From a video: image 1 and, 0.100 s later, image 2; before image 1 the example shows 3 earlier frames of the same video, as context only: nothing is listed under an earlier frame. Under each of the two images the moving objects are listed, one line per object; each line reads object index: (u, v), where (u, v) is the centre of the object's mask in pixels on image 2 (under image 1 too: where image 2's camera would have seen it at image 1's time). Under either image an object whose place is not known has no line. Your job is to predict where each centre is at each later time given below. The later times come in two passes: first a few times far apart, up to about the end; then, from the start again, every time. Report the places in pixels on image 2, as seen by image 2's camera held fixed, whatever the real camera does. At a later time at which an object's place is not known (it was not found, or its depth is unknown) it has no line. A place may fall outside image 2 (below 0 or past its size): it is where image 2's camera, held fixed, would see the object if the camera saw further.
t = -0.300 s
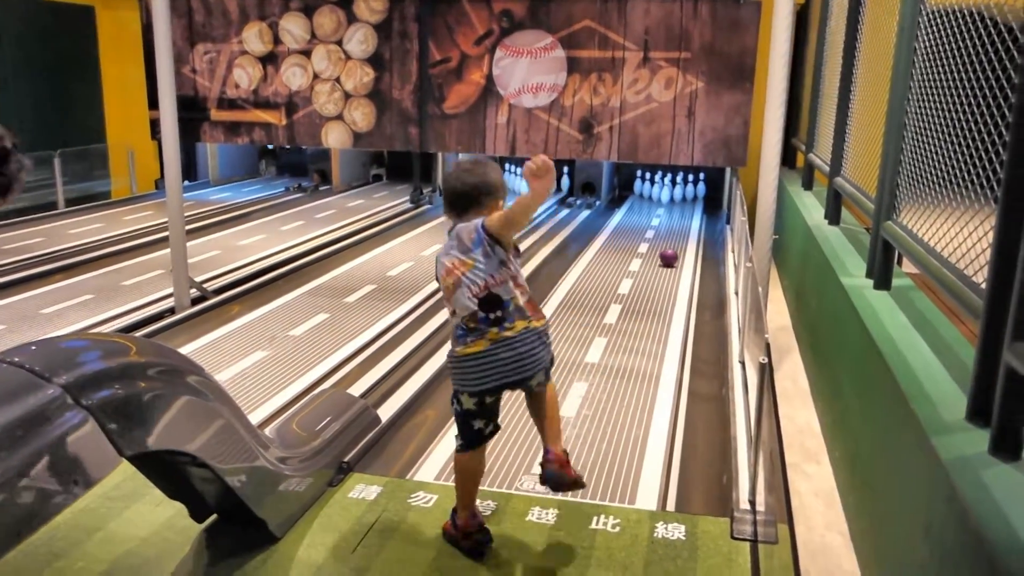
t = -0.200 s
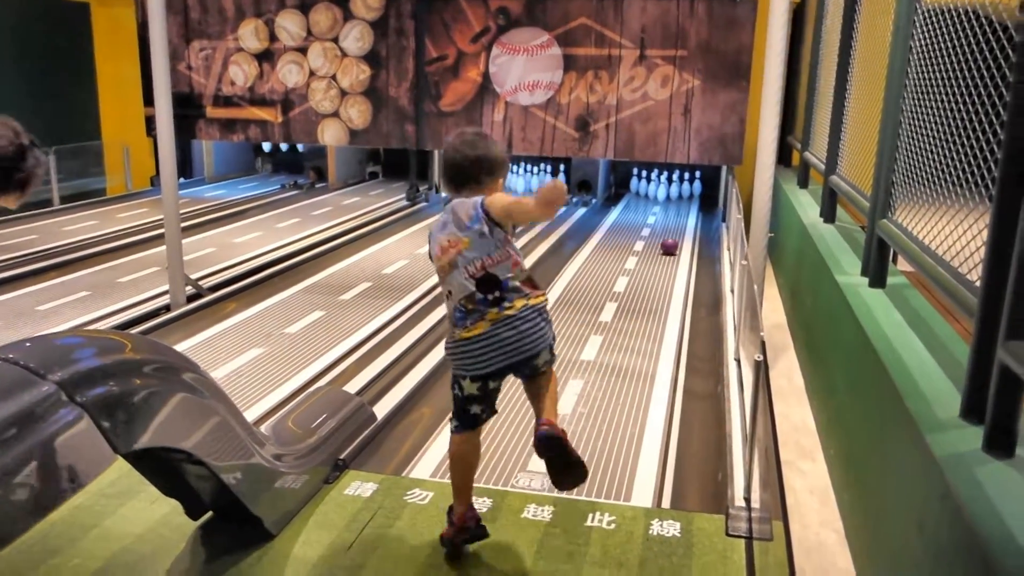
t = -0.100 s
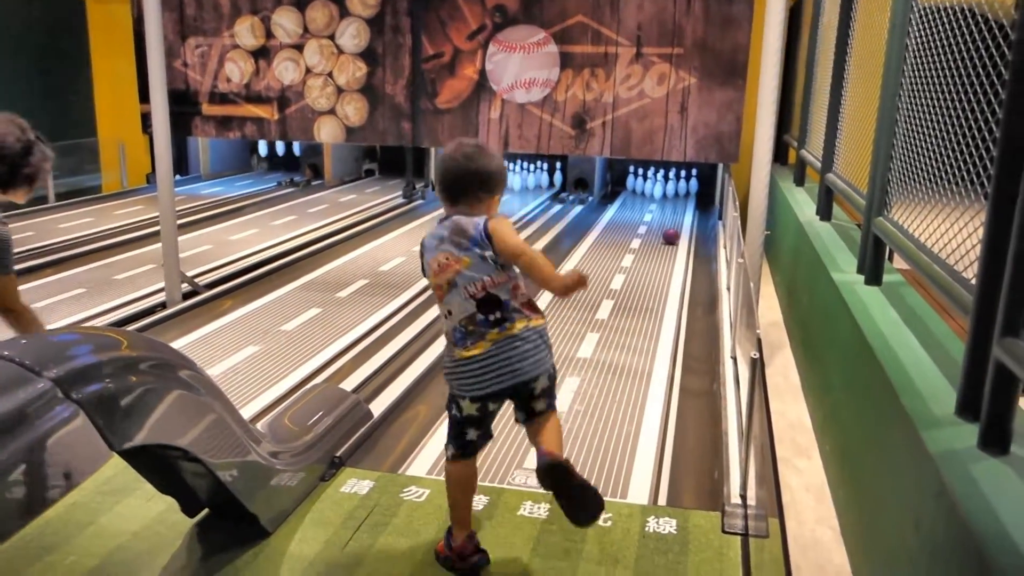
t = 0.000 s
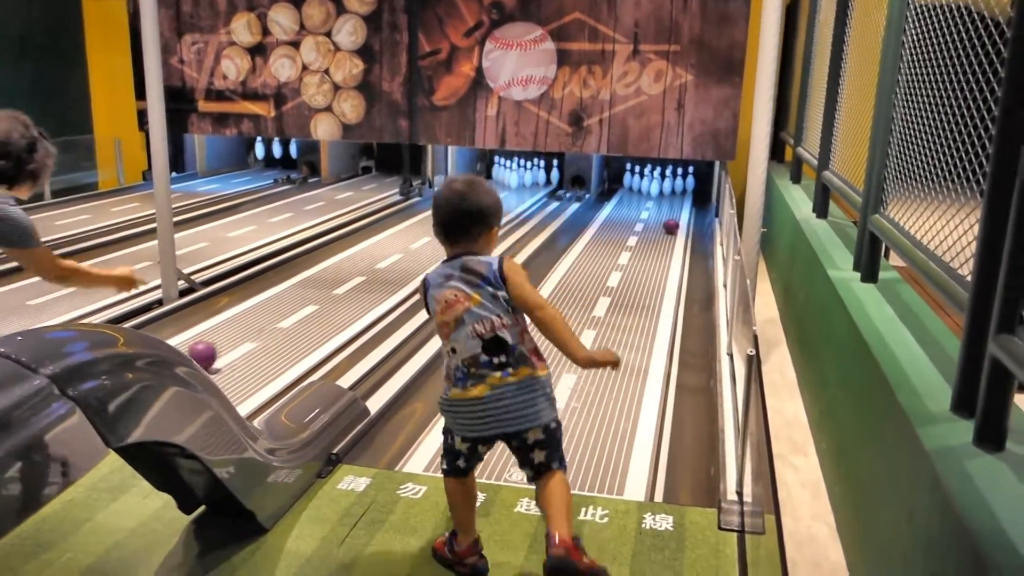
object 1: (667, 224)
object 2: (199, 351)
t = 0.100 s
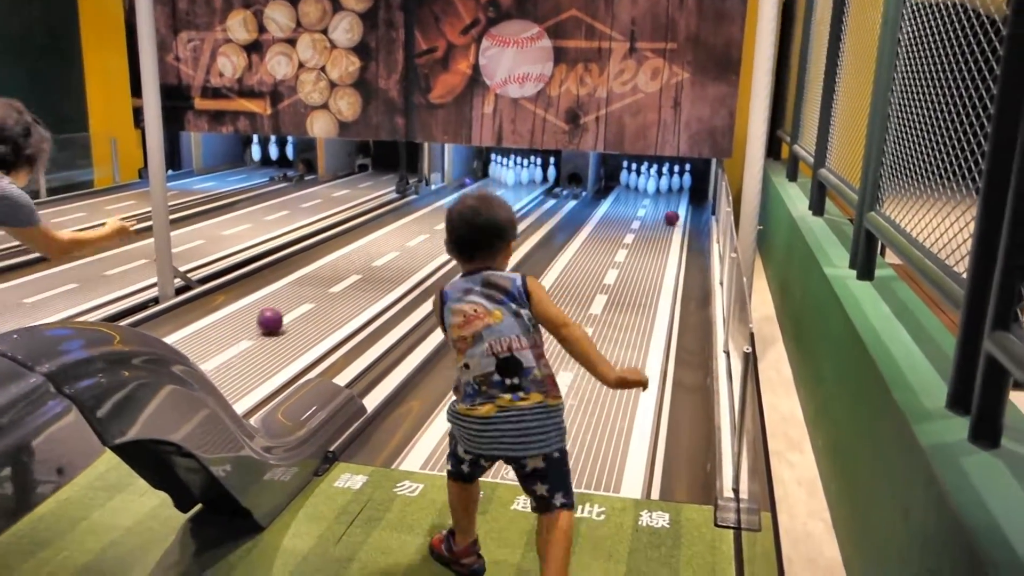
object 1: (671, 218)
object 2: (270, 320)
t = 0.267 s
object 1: (678, 208)
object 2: (353, 281)
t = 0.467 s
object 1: (683, 197)
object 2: (417, 250)
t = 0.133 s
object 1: (673, 216)
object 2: (289, 310)
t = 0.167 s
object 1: (674, 214)
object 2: (308, 302)
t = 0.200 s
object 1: (675, 212)
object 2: (323, 294)
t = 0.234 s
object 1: (677, 209)
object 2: (339, 287)
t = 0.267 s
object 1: (678, 208)
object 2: (353, 281)
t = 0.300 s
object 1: (679, 206)
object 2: (366, 275)
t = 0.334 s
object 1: (680, 204)
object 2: (377, 269)
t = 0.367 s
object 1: (681, 202)
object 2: (389, 264)
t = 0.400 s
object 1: (682, 200)
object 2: (399, 259)
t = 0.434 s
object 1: (683, 198)
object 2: (408, 254)
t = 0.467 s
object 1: (683, 197)
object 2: (417, 250)
